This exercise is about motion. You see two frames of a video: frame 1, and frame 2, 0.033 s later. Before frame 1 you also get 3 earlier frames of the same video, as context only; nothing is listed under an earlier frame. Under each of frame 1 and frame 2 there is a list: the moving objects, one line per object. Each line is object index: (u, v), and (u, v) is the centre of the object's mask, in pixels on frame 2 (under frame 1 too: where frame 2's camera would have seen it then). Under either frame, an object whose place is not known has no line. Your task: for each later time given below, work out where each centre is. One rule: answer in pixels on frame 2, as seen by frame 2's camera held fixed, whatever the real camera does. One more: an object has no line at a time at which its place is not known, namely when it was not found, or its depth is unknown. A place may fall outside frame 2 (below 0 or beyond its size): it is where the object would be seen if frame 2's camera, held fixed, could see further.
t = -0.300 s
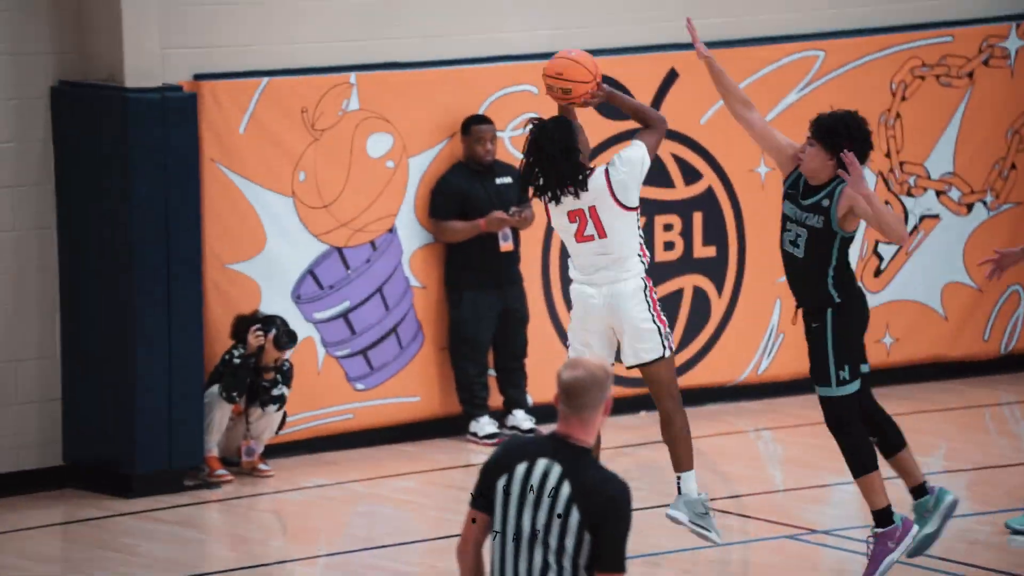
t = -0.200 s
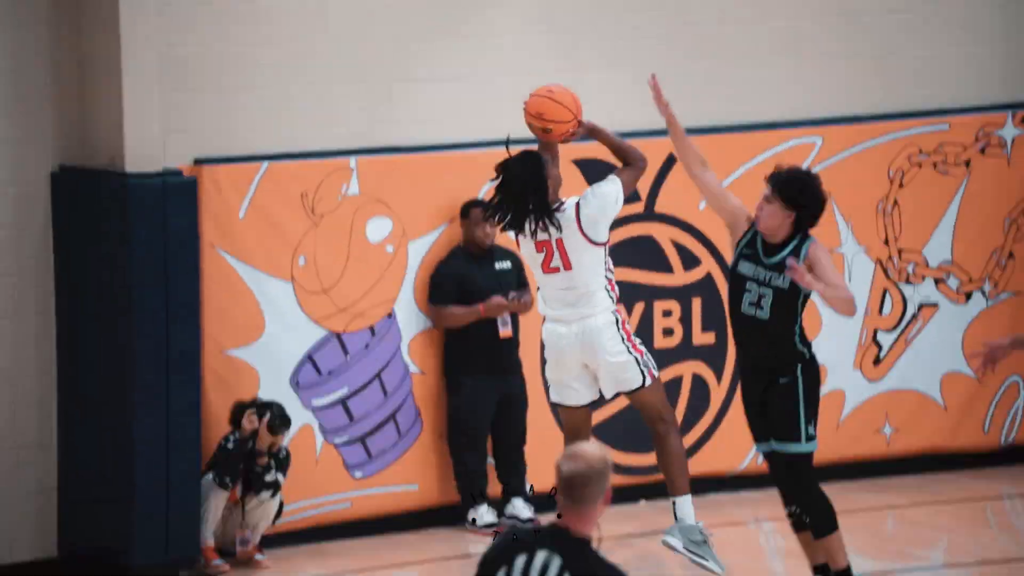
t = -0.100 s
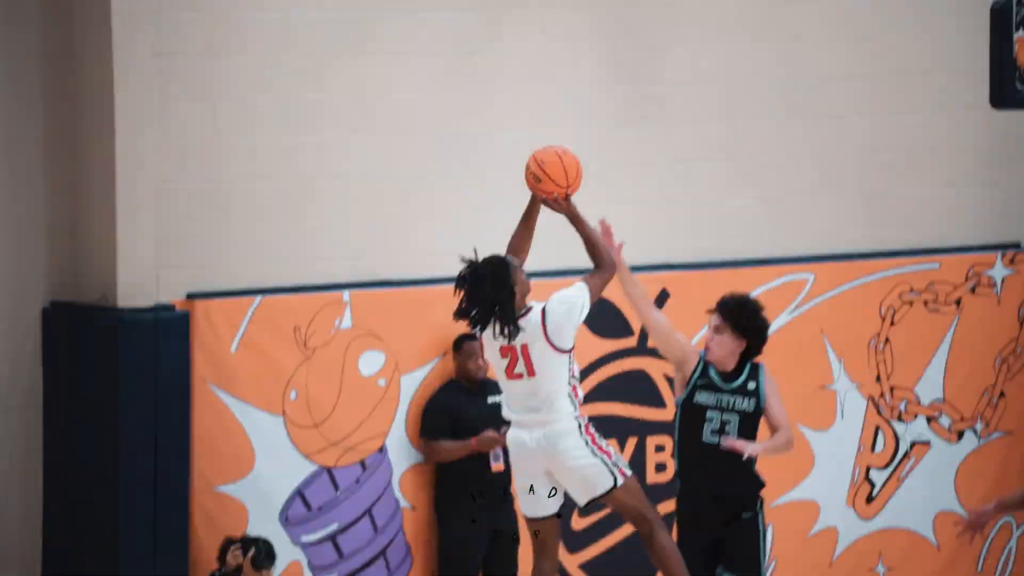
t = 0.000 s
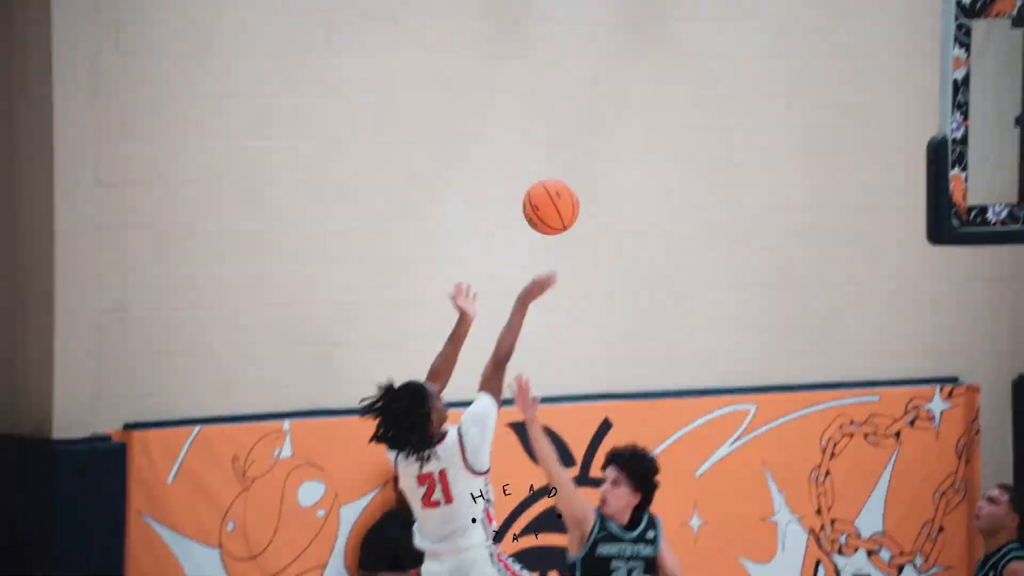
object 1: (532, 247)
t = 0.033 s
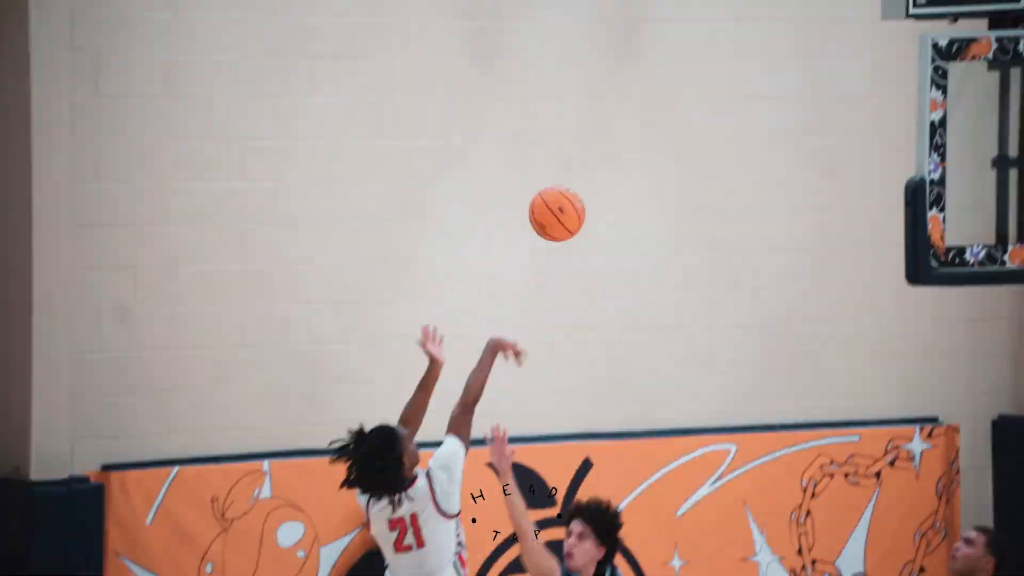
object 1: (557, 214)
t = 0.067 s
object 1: (582, 183)
